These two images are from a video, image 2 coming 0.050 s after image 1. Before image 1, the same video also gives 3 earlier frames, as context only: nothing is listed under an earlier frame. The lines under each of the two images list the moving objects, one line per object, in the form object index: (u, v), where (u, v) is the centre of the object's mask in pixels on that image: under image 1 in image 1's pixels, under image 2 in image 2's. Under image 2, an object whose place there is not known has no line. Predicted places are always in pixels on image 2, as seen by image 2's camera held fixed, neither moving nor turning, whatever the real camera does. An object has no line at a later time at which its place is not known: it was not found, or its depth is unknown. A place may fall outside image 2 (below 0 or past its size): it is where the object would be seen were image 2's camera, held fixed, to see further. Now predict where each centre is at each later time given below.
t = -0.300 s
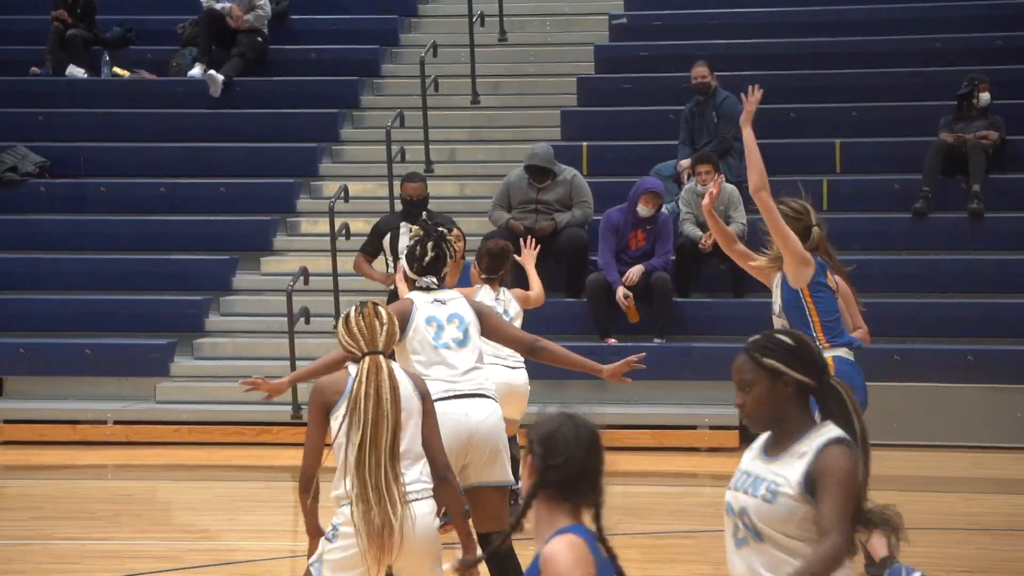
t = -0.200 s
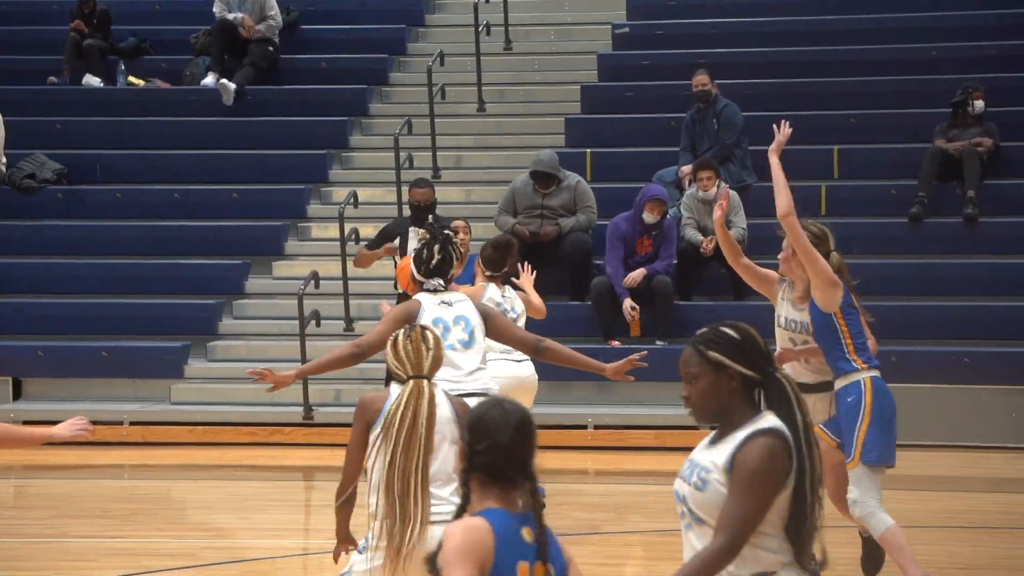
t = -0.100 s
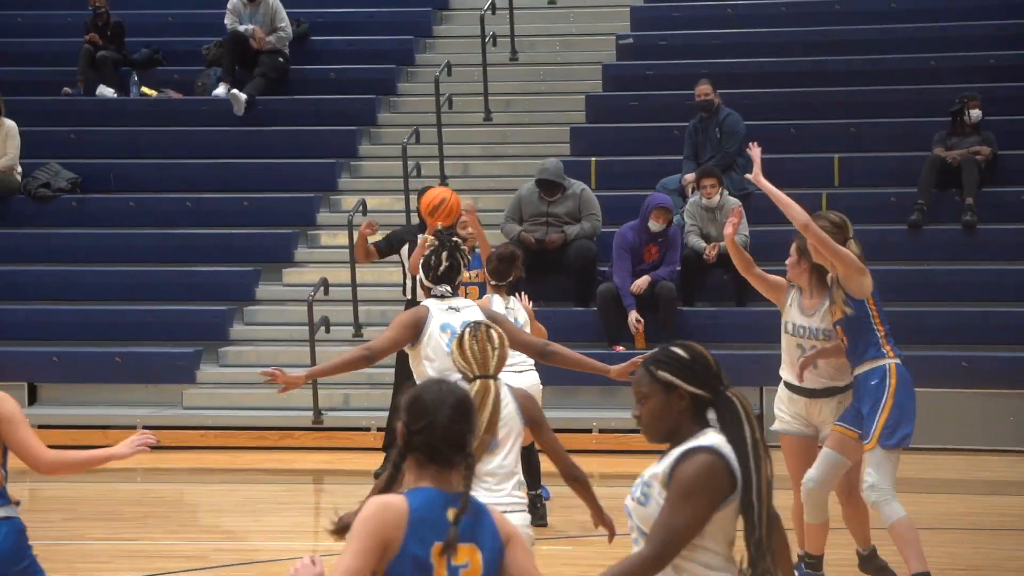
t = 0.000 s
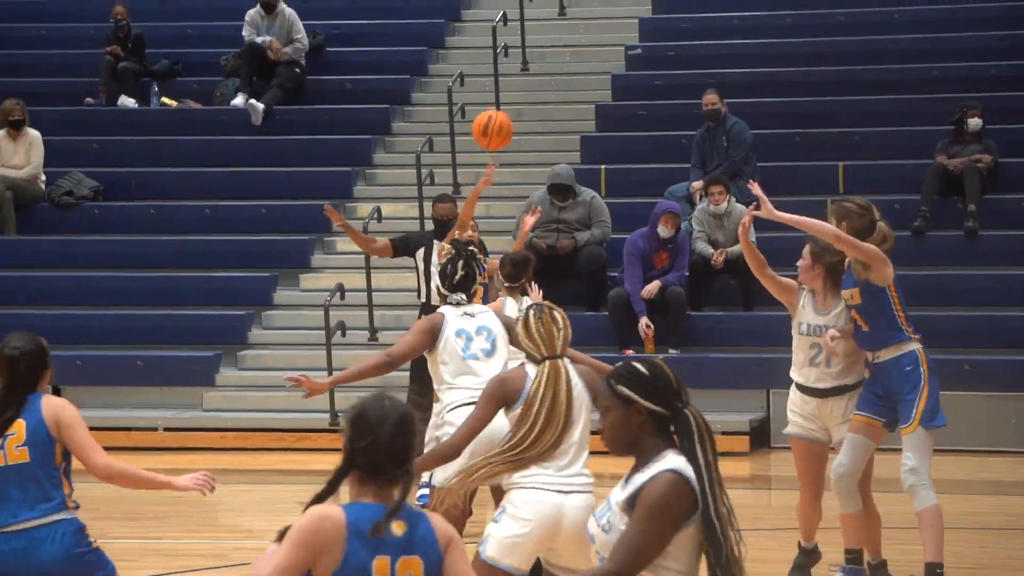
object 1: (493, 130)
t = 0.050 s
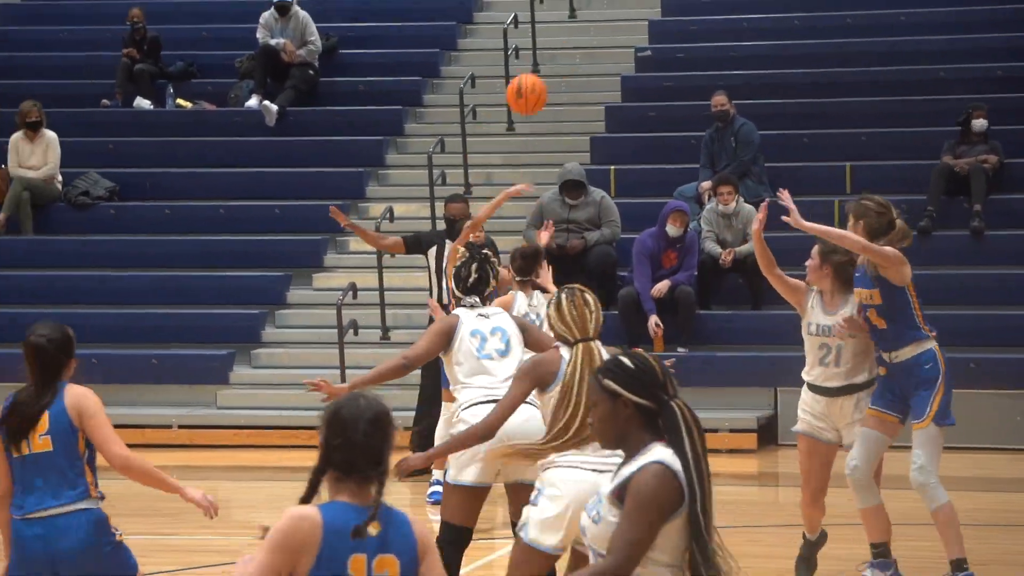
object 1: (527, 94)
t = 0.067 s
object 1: (534, 83)
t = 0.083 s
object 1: (543, 71)
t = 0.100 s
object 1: (551, 60)
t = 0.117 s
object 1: (559, 50)
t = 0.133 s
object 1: (567, 40)
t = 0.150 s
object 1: (576, 30)
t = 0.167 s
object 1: (584, 21)
